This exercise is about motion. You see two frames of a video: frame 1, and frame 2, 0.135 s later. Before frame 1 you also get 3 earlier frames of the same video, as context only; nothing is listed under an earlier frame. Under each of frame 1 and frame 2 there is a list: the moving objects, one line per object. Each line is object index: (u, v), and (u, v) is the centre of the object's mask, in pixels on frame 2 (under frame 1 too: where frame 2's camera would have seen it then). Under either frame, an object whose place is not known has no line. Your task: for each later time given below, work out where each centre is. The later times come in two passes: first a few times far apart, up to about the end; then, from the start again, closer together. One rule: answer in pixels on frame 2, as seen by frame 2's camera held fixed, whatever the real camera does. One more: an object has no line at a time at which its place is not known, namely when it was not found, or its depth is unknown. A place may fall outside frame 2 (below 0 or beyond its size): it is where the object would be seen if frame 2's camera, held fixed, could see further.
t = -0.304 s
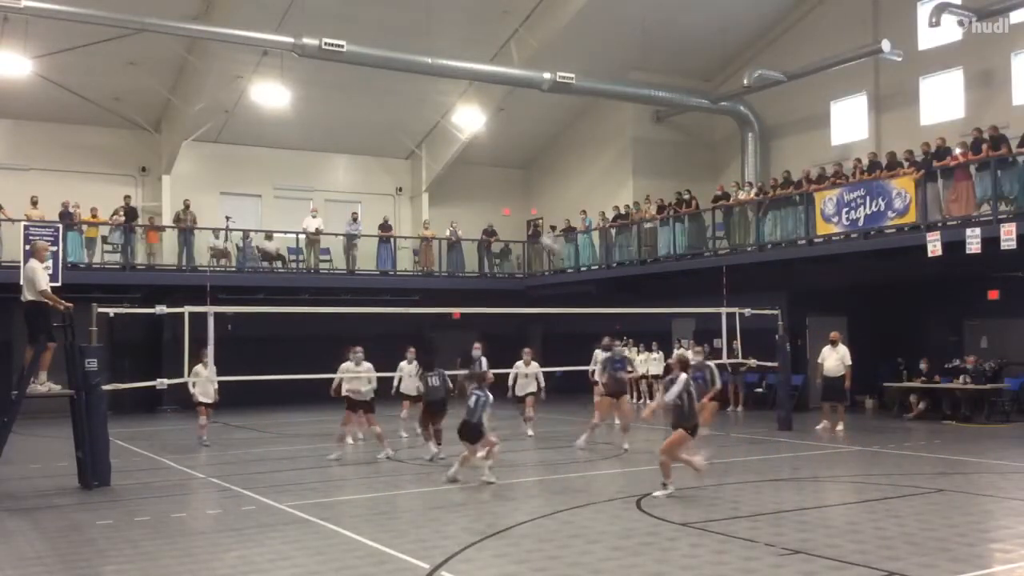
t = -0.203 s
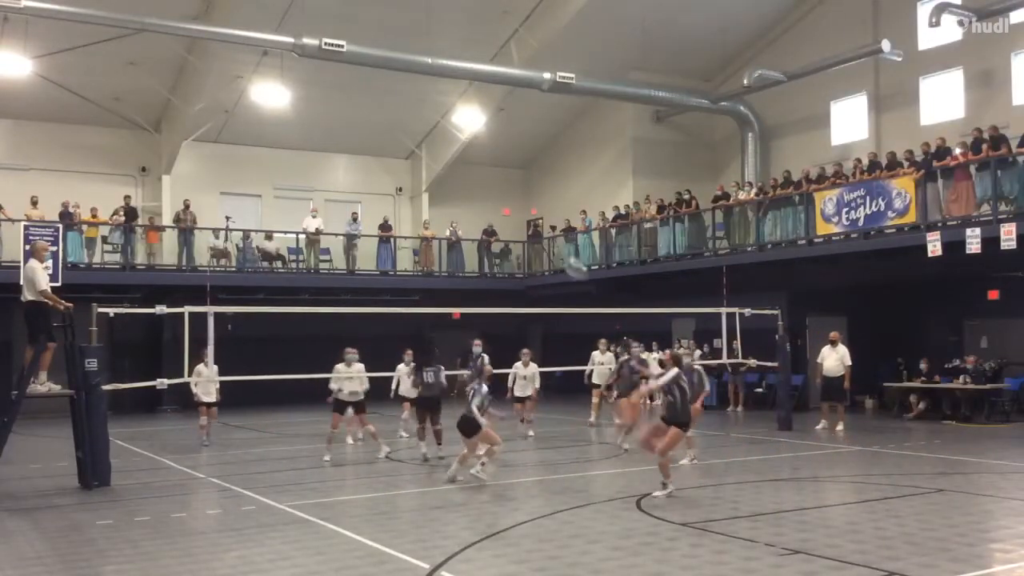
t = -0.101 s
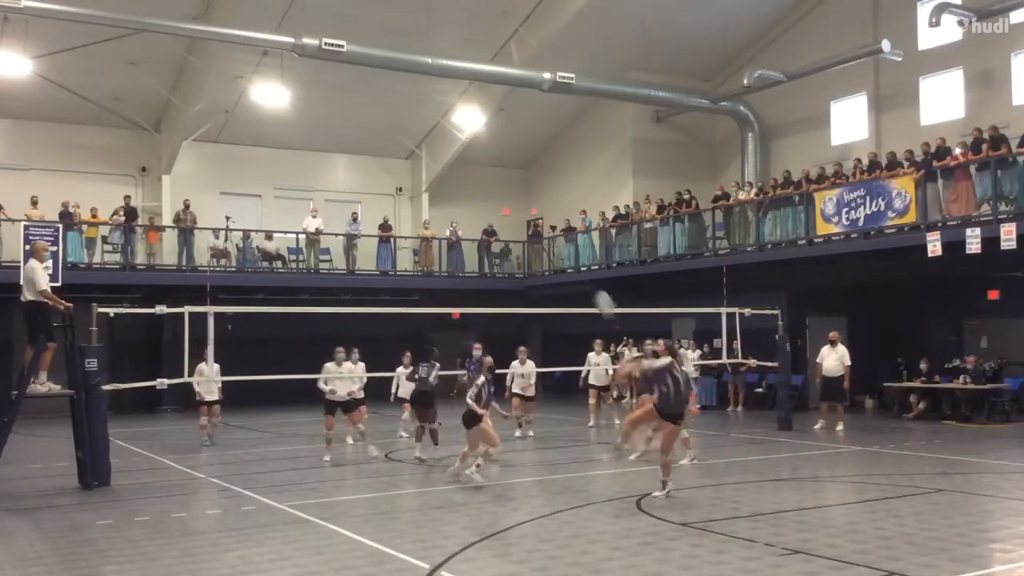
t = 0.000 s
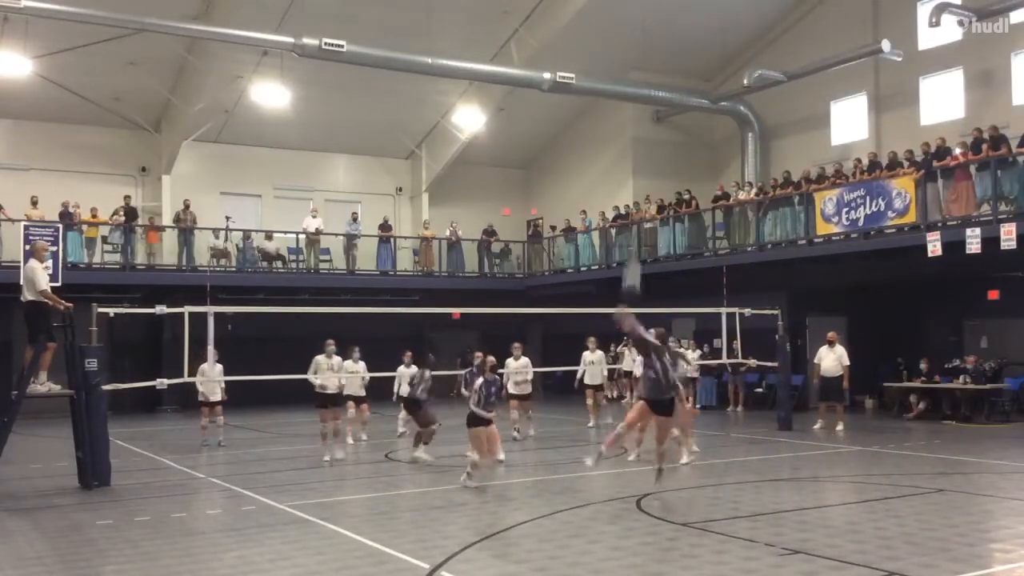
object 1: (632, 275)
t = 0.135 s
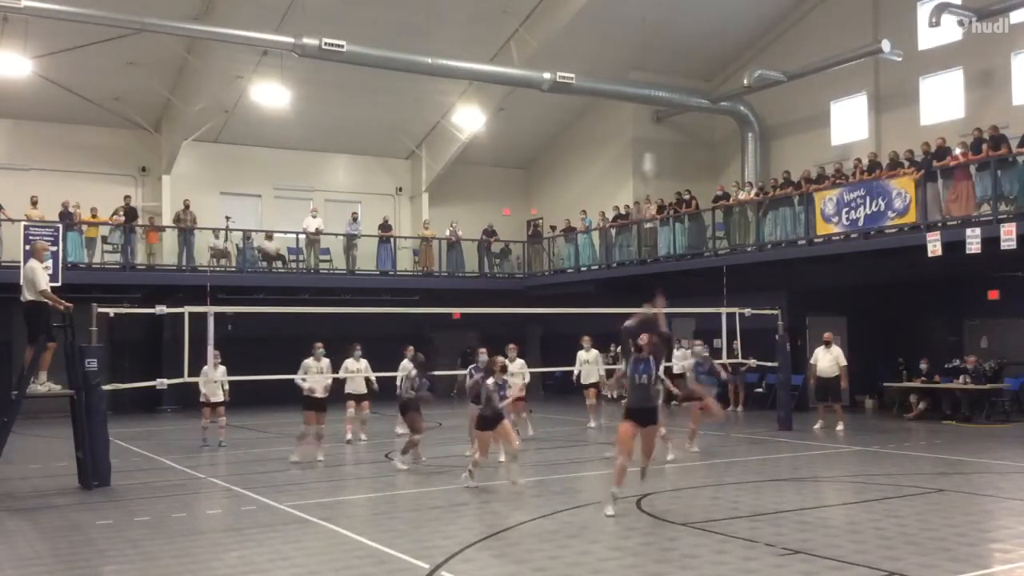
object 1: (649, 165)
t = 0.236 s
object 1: (657, 113)
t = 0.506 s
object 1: (680, 27)
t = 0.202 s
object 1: (653, 128)
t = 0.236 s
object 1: (657, 113)
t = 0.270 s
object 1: (660, 99)
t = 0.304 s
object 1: (663, 86)
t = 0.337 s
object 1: (666, 74)
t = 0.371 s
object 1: (669, 62)
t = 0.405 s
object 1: (672, 52)
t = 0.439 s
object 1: (676, 42)
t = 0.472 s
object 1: (679, 35)
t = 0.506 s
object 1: (680, 27)
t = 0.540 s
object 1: (684, 22)
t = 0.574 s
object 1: (687, 18)
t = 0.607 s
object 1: (689, 16)
